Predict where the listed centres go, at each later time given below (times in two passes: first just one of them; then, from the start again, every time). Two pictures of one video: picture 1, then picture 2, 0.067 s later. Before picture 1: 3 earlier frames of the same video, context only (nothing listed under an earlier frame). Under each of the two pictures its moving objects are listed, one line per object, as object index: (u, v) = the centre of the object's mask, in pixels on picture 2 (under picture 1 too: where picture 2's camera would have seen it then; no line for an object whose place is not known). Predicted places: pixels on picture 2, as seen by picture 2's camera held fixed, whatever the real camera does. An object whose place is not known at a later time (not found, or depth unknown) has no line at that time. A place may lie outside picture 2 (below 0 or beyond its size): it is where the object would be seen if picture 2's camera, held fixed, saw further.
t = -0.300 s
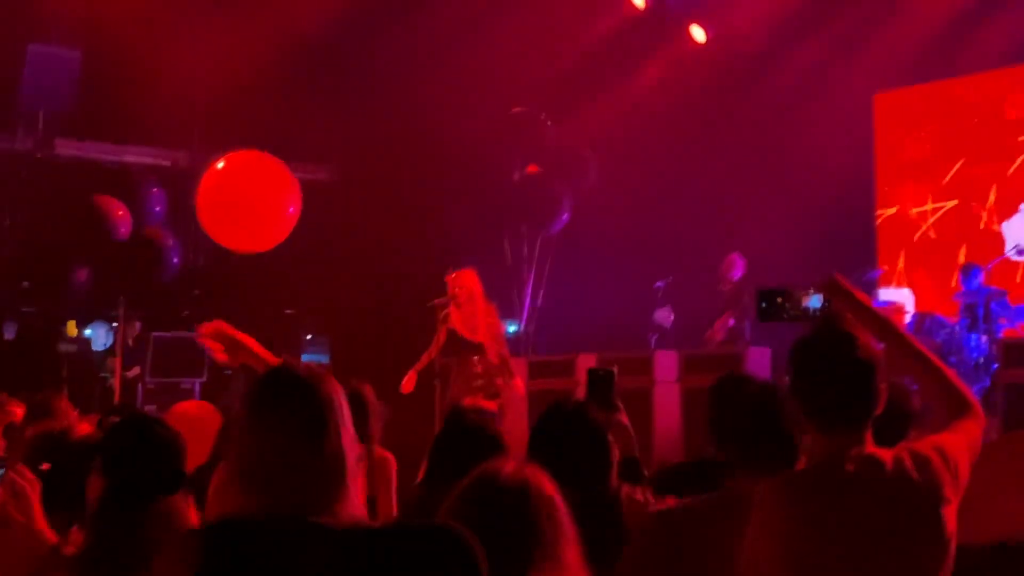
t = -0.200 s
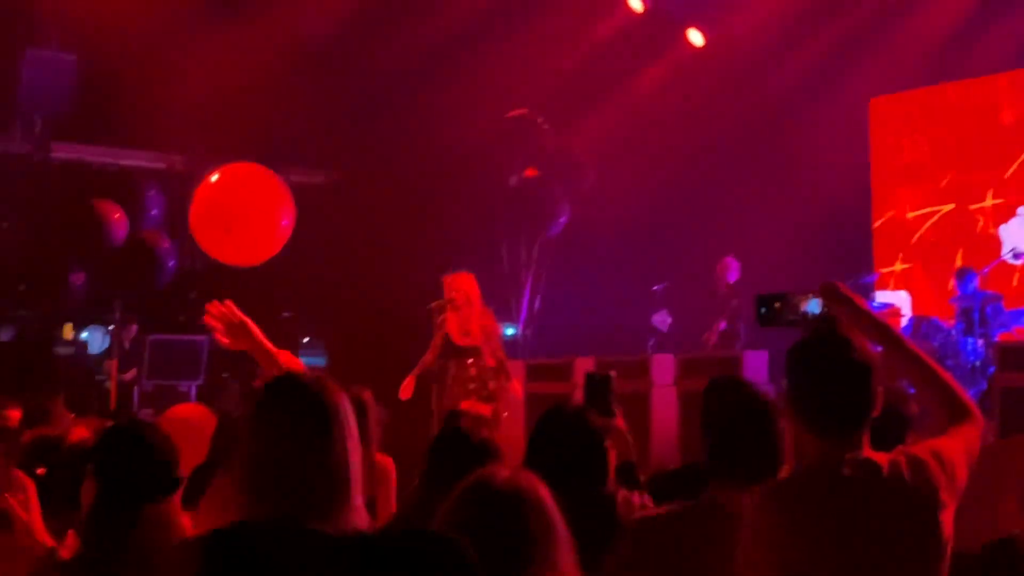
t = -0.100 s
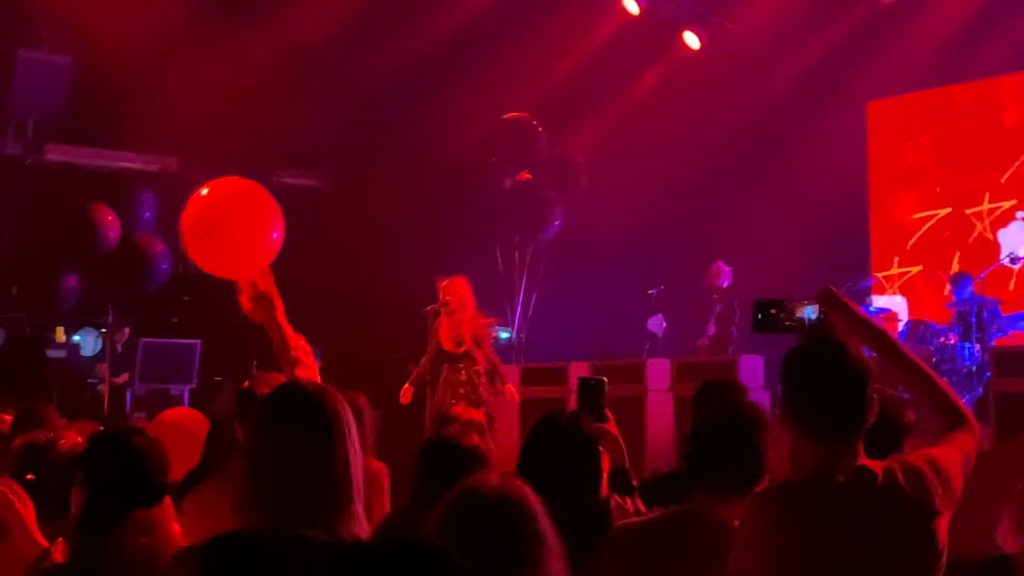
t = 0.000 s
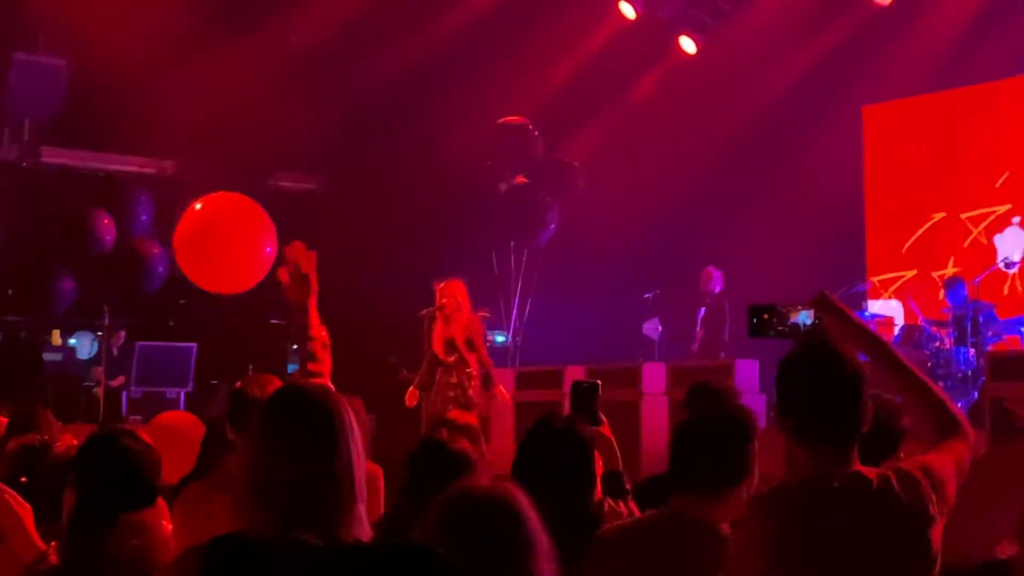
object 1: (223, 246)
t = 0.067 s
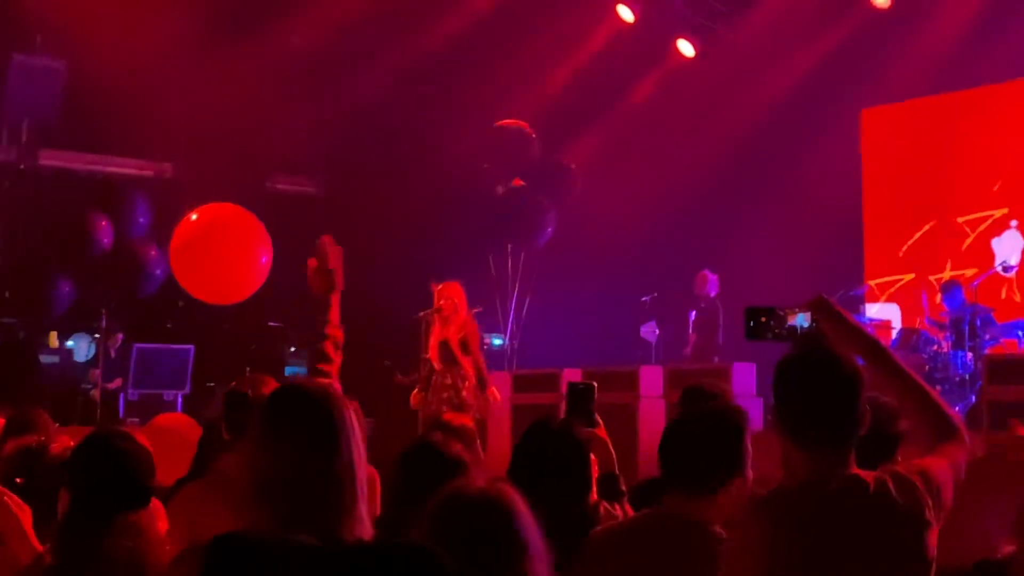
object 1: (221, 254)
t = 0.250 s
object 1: (215, 277)
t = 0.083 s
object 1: (220, 256)
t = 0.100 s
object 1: (220, 258)
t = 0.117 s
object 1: (219, 260)
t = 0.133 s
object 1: (219, 262)
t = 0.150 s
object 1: (219, 264)
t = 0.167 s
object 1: (218, 266)
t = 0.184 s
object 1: (217, 268)
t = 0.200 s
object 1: (217, 271)
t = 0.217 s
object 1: (216, 273)
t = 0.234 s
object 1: (216, 275)
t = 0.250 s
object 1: (215, 277)
